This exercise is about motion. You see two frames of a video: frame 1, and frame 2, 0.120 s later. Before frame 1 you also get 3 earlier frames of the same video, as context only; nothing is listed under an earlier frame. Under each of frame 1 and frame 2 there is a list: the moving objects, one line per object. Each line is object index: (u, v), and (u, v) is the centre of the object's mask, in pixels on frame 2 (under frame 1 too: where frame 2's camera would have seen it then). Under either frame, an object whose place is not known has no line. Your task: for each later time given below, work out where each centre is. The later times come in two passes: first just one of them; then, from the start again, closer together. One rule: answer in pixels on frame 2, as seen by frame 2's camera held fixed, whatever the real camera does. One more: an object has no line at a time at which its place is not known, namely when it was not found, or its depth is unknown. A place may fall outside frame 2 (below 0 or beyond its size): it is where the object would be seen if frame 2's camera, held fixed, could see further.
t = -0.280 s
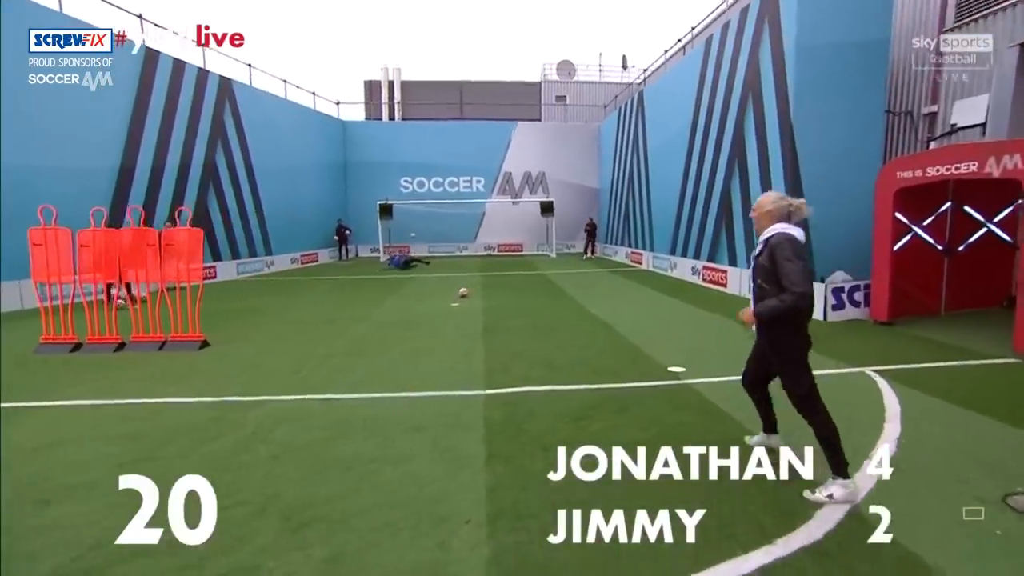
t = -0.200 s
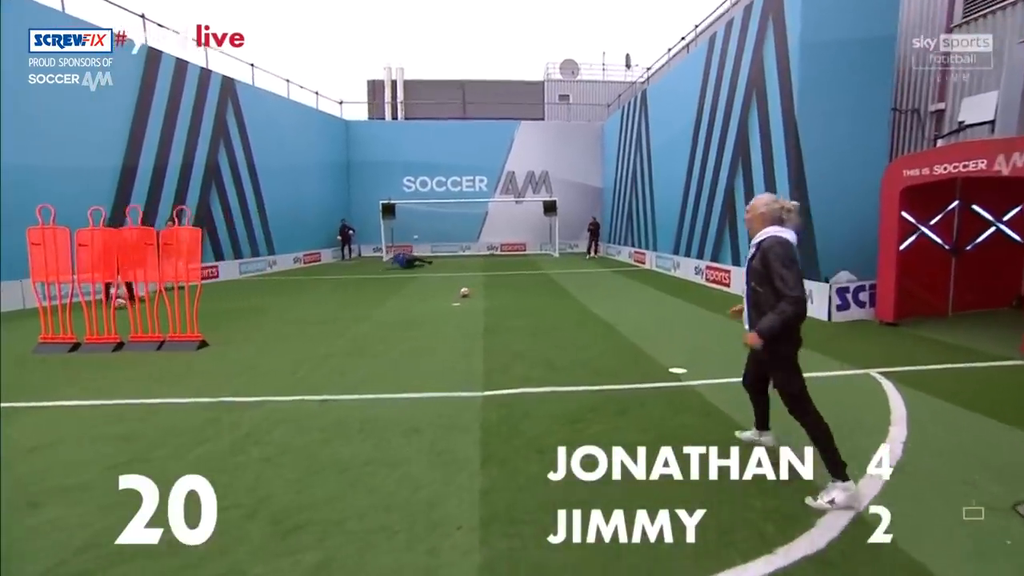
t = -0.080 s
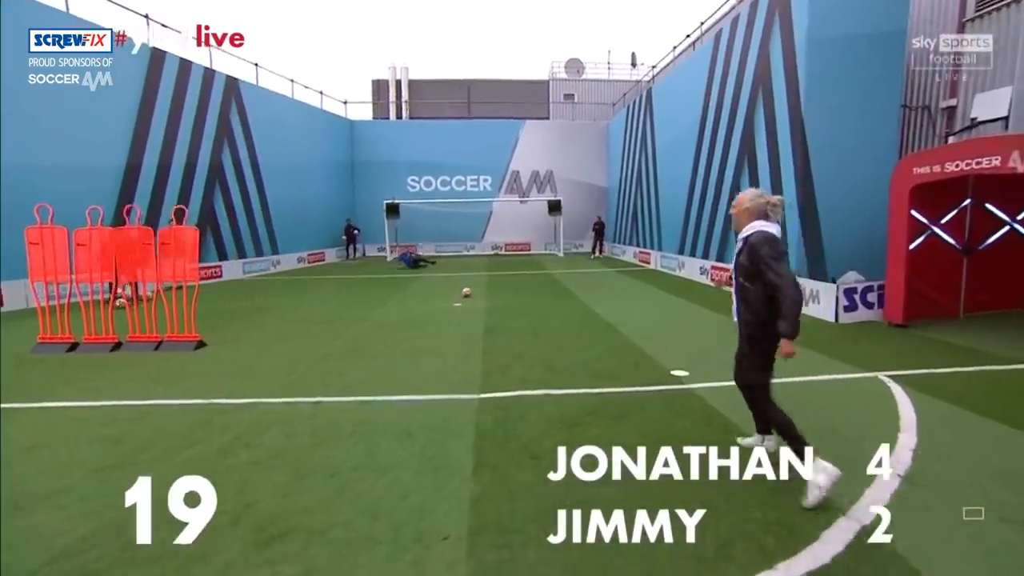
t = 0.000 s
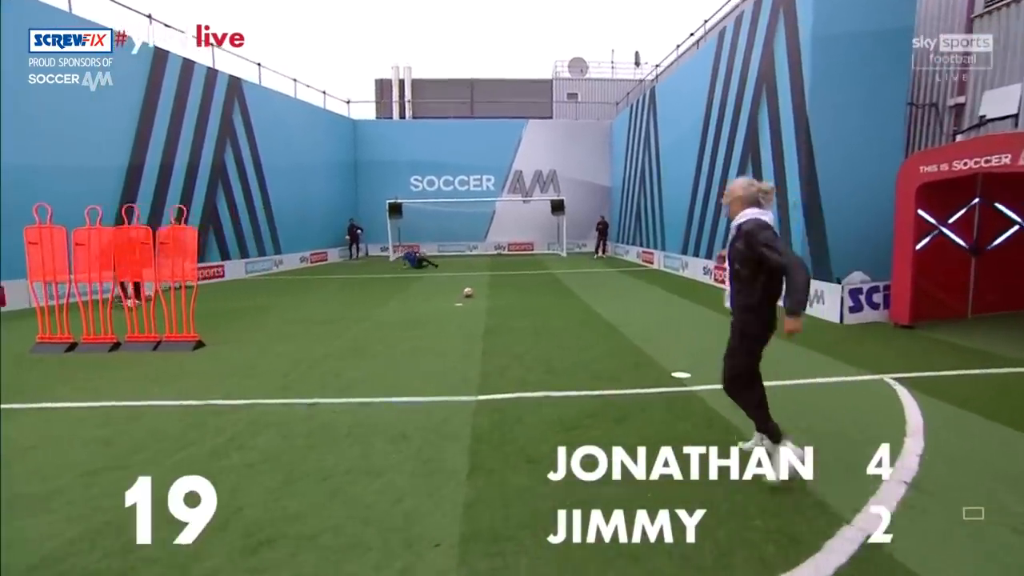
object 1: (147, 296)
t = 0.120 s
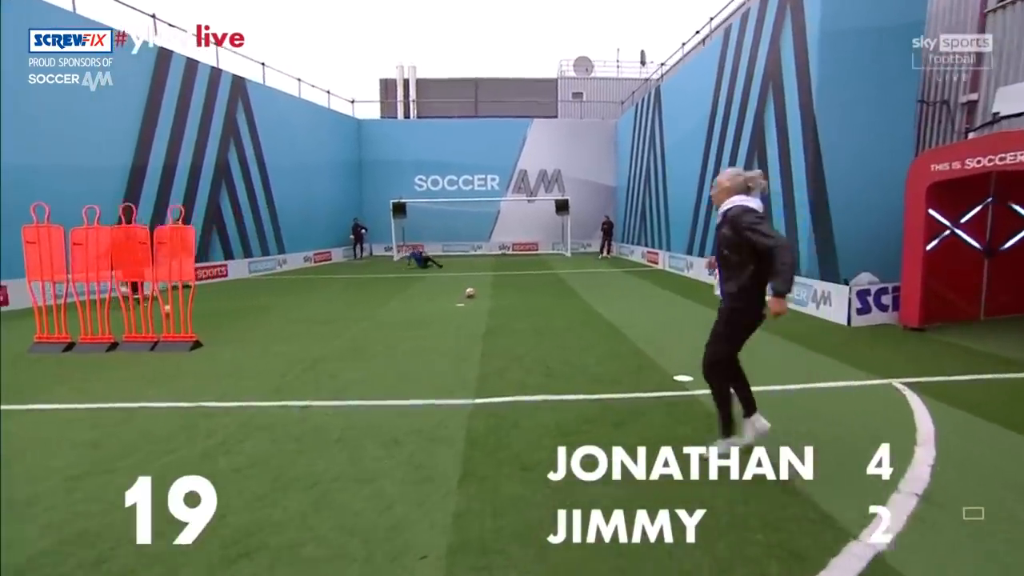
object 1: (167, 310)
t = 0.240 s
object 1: (207, 318)
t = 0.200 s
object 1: (195, 314)
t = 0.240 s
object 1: (207, 318)
